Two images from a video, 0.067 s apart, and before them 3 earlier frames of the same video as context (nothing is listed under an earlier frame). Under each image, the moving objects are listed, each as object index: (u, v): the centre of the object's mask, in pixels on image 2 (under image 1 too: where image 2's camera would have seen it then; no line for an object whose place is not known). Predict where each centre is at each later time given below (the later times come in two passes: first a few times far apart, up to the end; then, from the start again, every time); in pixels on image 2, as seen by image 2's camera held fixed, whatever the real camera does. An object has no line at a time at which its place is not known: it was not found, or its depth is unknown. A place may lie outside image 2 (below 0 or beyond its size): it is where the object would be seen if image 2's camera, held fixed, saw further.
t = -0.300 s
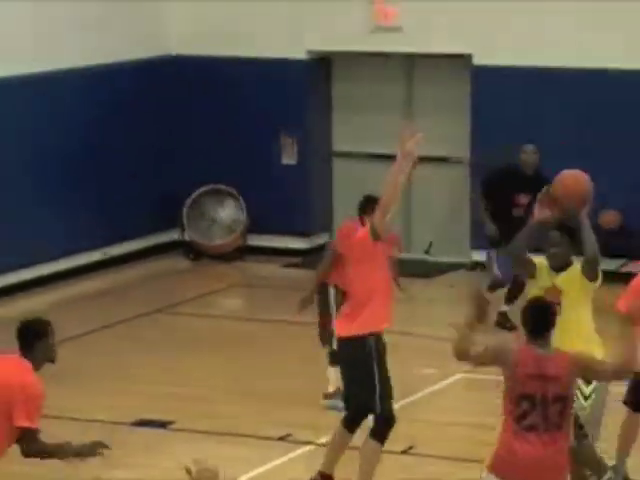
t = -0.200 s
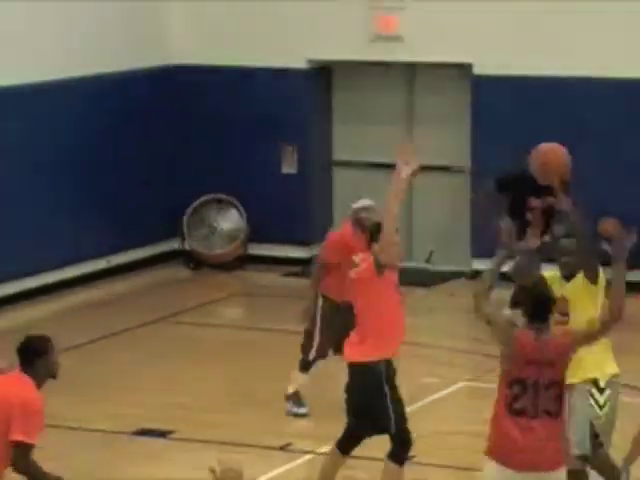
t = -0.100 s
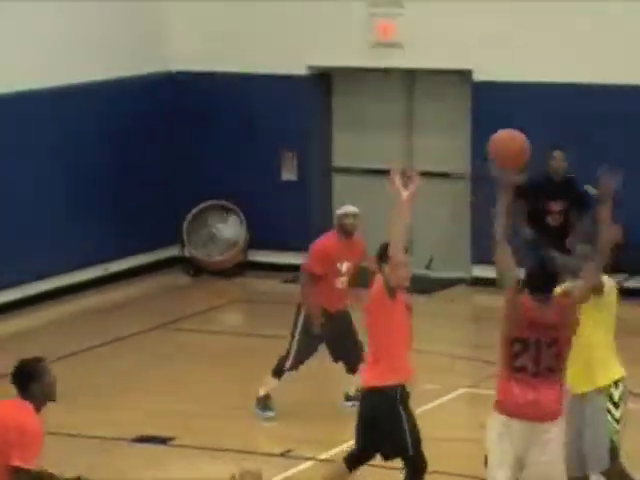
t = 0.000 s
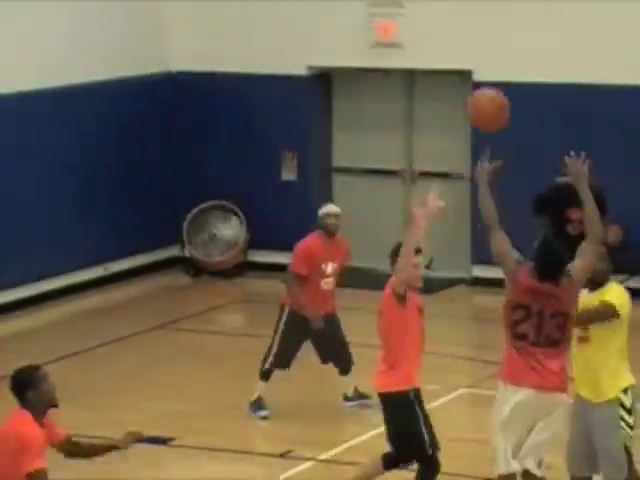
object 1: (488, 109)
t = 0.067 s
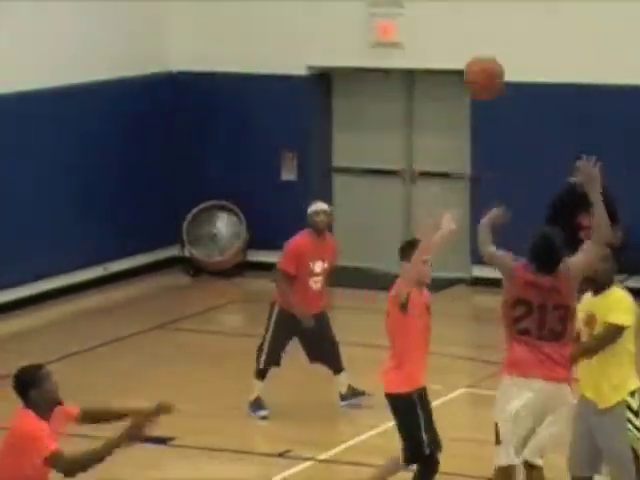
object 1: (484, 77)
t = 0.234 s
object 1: (474, 29)
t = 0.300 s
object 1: (471, 24)
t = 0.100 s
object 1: (482, 63)
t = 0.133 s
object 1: (479, 51)
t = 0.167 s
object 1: (478, 41)
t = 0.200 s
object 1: (476, 34)
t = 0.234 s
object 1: (474, 29)
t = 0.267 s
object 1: (472, 25)
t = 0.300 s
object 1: (471, 24)
